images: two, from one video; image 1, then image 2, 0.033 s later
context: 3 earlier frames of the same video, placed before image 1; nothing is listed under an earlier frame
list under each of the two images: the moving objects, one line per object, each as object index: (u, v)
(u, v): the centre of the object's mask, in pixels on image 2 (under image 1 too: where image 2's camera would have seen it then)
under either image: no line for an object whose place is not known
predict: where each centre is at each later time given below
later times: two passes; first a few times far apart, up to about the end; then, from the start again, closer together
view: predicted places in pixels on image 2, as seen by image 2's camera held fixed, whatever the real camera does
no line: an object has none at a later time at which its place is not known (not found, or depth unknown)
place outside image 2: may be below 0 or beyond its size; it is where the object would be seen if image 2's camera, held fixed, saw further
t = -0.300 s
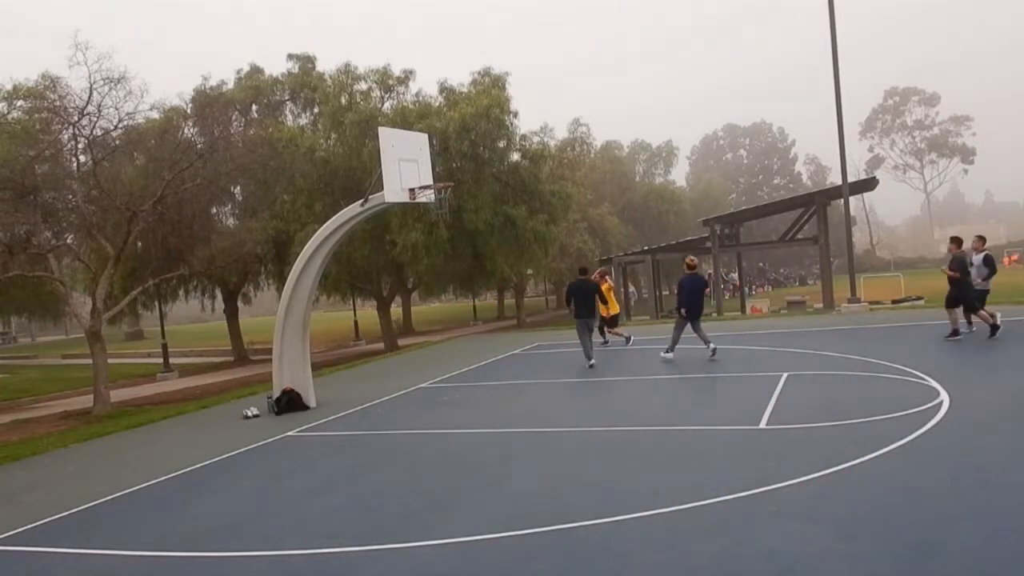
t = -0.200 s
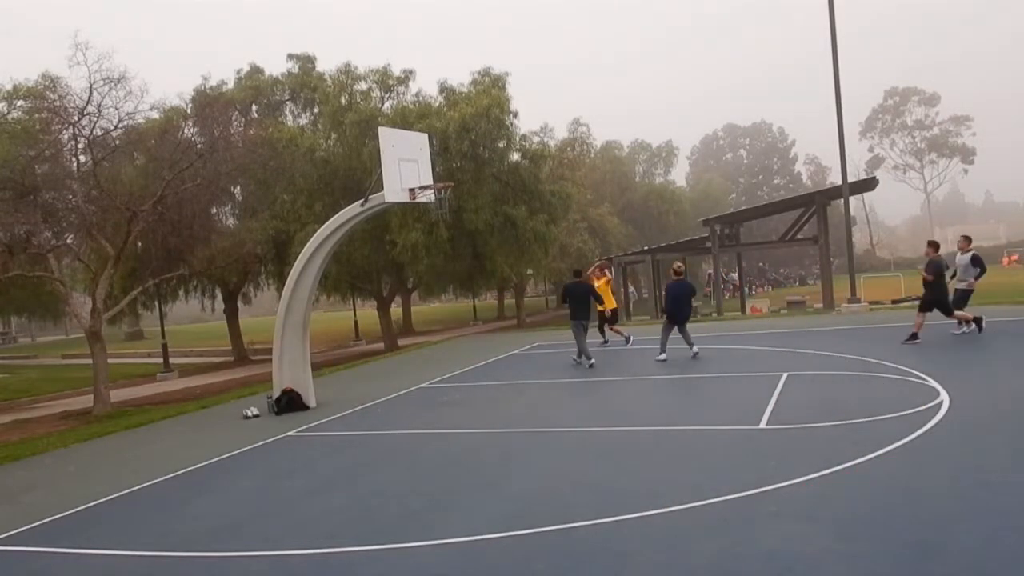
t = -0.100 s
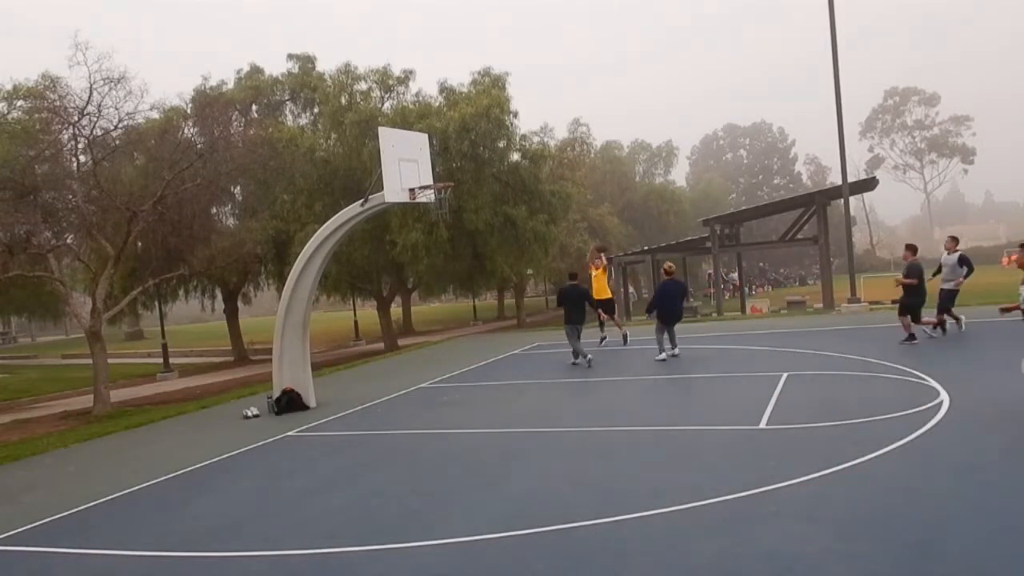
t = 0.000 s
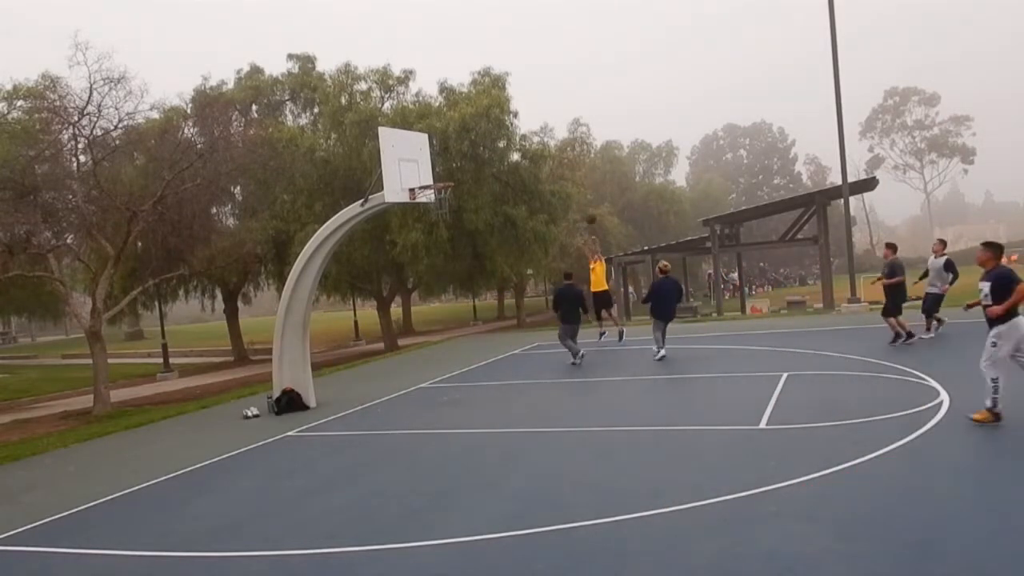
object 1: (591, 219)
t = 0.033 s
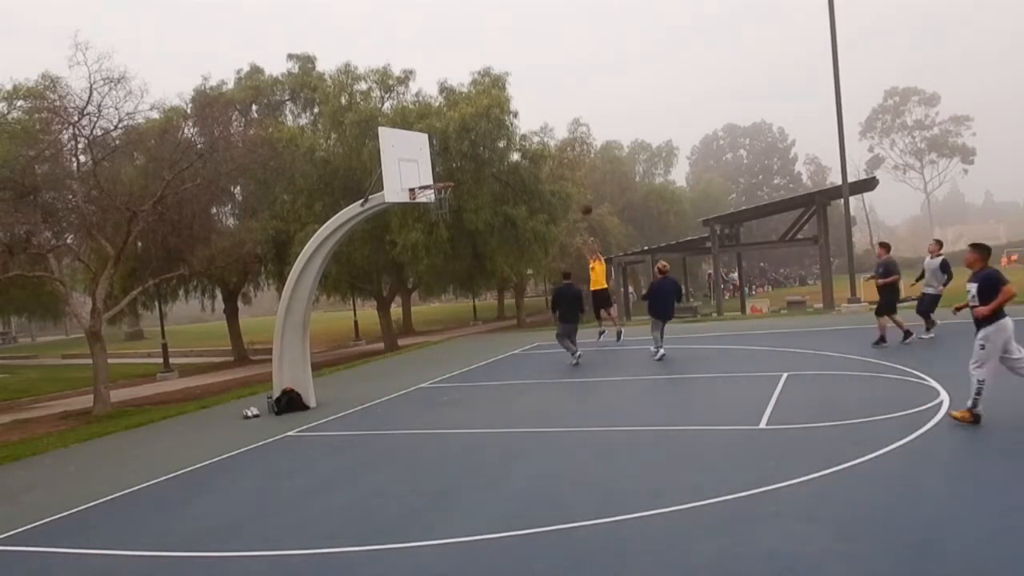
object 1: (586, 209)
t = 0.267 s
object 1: (555, 153)
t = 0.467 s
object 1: (527, 123)
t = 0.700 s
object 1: (495, 116)
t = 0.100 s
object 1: (577, 191)
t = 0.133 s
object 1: (573, 183)
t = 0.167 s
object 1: (569, 175)
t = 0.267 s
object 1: (555, 153)
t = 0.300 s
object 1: (550, 146)
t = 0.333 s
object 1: (546, 141)
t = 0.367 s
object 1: (541, 136)
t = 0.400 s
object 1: (536, 131)
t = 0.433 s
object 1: (532, 127)
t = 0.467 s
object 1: (527, 123)
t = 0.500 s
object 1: (523, 120)
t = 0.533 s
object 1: (518, 118)
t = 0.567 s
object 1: (513, 116)
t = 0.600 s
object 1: (509, 115)
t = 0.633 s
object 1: (505, 115)
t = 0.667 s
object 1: (499, 115)
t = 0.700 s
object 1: (495, 116)
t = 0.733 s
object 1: (490, 118)
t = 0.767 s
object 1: (485, 121)
